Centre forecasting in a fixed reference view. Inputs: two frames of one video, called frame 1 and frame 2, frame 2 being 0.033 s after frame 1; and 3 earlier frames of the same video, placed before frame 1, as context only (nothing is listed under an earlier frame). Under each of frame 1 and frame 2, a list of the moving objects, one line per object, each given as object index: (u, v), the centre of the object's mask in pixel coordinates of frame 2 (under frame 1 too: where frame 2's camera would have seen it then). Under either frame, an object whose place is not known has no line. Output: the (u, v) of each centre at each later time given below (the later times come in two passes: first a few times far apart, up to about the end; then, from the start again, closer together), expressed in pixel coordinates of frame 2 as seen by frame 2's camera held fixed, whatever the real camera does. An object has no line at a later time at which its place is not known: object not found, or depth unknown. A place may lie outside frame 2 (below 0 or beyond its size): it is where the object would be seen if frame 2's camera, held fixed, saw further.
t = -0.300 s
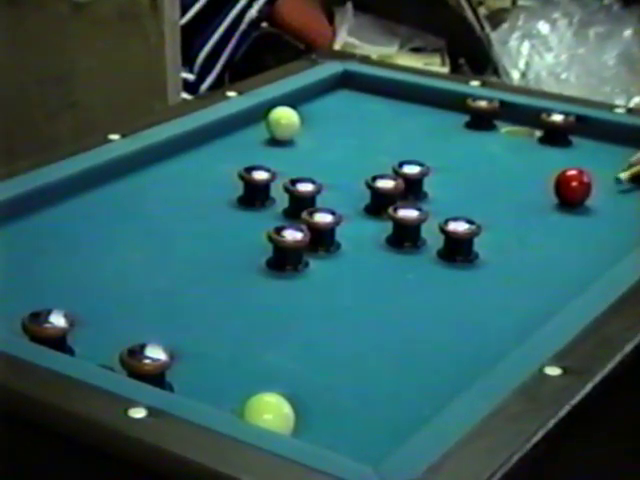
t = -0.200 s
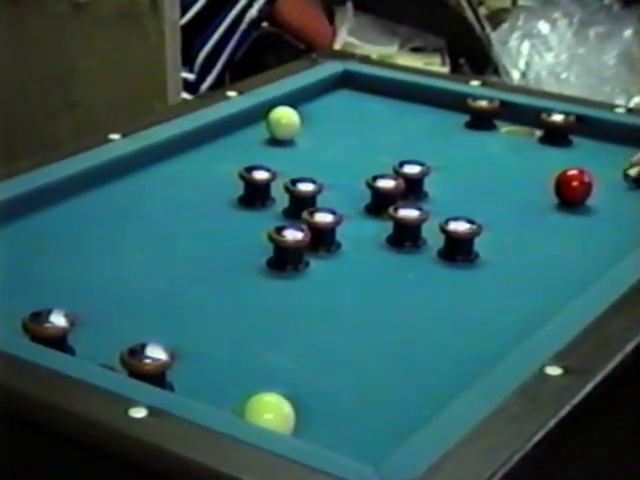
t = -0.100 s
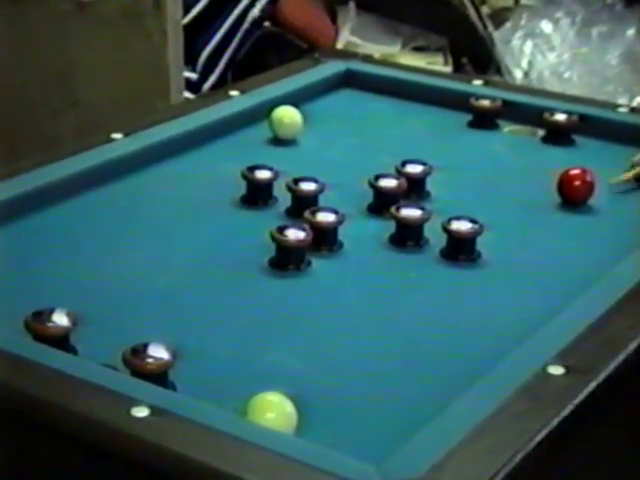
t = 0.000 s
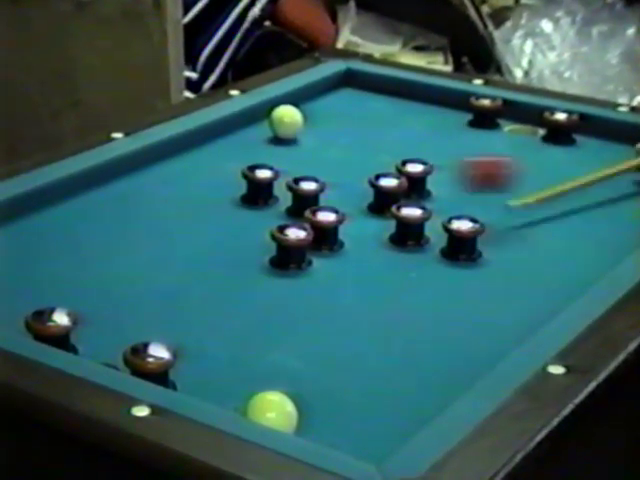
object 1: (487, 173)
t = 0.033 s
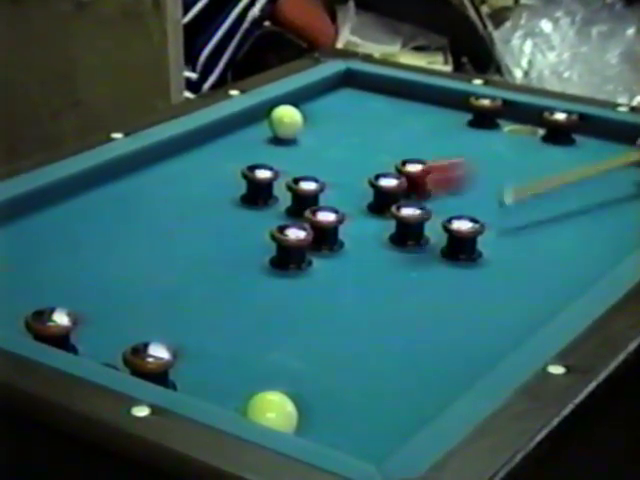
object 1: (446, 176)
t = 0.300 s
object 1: (147, 307)
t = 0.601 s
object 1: (107, 202)
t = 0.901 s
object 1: (218, 161)
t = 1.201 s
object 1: (360, 139)
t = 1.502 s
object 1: (482, 119)
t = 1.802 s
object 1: (488, 139)
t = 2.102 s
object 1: (427, 157)
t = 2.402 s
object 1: (402, 139)
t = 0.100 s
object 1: (323, 221)
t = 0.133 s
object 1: (294, 241)
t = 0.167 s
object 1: (254, 258)
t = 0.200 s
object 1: (220, 284)
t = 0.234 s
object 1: (178, 324)
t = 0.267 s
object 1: (151, 320)
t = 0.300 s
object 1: (147, 307)
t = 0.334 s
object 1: (142, 293)
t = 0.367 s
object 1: (137, 278)
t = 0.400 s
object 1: (133, 265)
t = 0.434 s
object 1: (129, 253)
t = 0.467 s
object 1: (124, 241)
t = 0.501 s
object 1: (120, 231)
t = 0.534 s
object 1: (115, 221)
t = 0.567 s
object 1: (111, 212)
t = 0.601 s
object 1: (107, 202)
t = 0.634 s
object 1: (102, 193)
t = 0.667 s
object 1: (99, 184)
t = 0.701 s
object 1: (104, 179)
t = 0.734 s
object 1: (127, 176)
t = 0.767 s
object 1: (147, 174)
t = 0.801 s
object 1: (165, 170)
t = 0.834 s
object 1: (183, 168)
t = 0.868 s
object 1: (201, 165)
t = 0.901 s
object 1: (218, 161)
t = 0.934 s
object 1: (234, 158)
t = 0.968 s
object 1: (251, 153)
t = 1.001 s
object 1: (268, 152)
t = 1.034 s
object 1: (284, 151)
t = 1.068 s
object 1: (300, 149)
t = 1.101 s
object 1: (315, 146)
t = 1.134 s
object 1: (331, 144)
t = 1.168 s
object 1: (346, 141)
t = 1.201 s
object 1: (360, 139)
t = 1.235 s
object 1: (374, 137)
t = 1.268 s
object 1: (389, 134)
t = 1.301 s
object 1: (403, 132)
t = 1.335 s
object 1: (417, 129)
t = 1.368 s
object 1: (430, 128)
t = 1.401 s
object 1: (443, 126)
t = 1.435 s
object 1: (457, 124)
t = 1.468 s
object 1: (470, 121)
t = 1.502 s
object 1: (482, 119)
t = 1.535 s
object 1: (495, 119)
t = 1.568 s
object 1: (509, 121)
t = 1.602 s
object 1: (522, 123)
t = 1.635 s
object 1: (522, 126)
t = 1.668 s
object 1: (515, 128)
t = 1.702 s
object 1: (508, 131)
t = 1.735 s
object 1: (501, 134)
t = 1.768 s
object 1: (495, 137)
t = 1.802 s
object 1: (488, 139)
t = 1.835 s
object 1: (481, 142)
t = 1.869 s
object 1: (473, 145)
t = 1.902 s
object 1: (467, 148)
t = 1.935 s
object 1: (459, 150)
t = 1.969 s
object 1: (452, 154)
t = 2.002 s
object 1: (445, 156)
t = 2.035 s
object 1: (439, 157)
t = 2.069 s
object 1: (433, 158)
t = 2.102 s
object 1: (427, 157)
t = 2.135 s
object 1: (422, 154)
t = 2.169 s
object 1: (419, 152)
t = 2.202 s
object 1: (416, 150)
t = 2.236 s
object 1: (414, 148)
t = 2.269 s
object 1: (412, 147)
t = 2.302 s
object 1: (409, 144)
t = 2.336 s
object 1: (407, 143)
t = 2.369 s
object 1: (404, 141)
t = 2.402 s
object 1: (402, 139)
